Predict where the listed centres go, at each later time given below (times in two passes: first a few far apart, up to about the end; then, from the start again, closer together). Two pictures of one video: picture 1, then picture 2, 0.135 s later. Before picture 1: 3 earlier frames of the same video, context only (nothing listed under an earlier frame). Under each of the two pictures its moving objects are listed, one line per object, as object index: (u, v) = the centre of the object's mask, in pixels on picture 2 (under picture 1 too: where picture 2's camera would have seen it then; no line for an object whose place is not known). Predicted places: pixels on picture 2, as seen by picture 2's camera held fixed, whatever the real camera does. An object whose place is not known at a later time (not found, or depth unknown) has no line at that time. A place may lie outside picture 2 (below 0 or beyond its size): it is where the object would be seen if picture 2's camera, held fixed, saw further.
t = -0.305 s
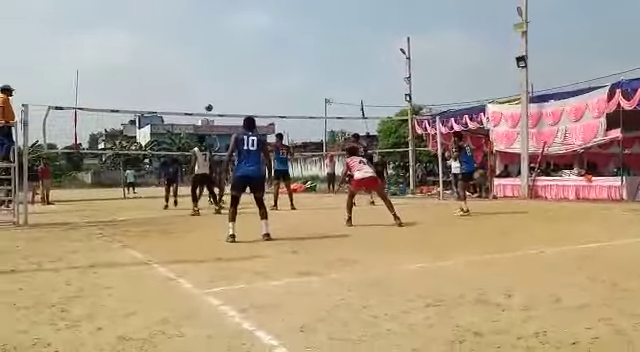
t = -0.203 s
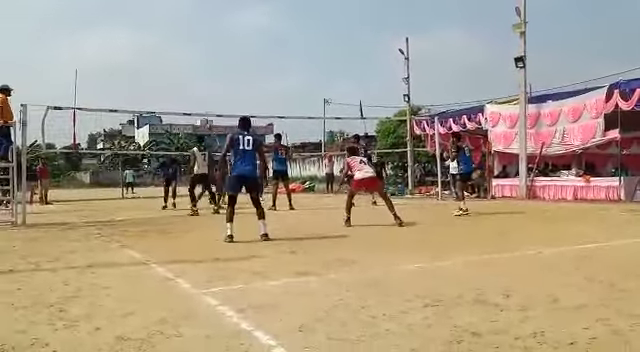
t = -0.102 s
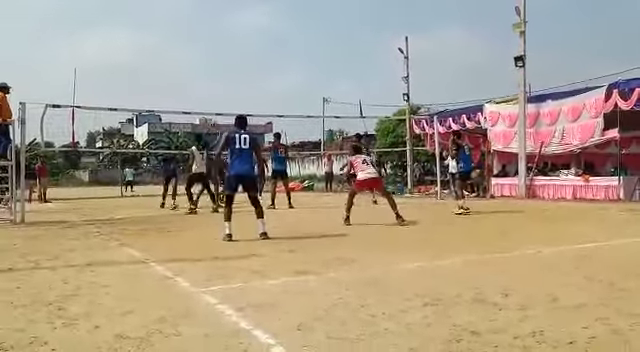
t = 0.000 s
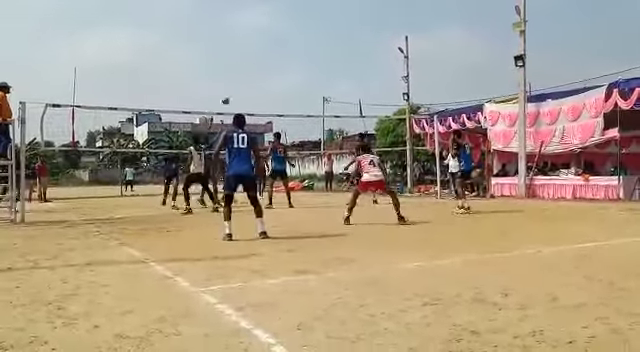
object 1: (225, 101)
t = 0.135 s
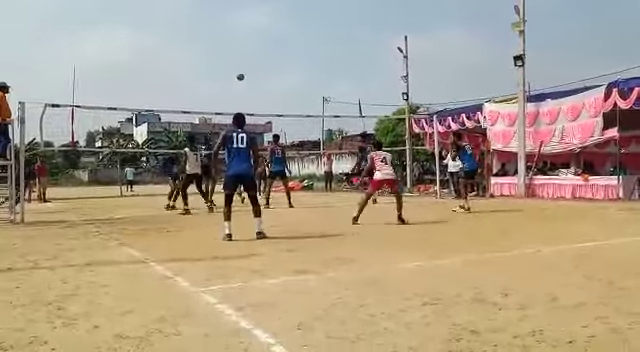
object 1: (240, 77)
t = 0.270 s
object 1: (255, 59)
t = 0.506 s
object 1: (281, 46)
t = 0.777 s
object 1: (310, 55)
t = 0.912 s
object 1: (324, 68)
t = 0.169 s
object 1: (244, 72)
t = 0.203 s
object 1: (247, 67)
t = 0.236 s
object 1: (251, 63)
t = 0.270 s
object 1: (255, 59)
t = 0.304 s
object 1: (259, 56)
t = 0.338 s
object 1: (263, 54)
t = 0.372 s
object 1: (266, 51)
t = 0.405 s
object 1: (269, 49)
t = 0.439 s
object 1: (273, 48)
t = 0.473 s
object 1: (277, 47)
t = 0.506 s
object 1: (281, 46)
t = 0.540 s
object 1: (284, 46)
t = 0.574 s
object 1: (288, 45)
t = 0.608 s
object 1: (292, 46)
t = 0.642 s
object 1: (295, 47)
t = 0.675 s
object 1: (299, 49)
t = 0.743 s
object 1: (306, 52)
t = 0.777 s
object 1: (310, 55)
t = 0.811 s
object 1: (313, 57)
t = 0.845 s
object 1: (317, 61)
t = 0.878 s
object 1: (320, 64)
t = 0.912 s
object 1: (324, 68)
